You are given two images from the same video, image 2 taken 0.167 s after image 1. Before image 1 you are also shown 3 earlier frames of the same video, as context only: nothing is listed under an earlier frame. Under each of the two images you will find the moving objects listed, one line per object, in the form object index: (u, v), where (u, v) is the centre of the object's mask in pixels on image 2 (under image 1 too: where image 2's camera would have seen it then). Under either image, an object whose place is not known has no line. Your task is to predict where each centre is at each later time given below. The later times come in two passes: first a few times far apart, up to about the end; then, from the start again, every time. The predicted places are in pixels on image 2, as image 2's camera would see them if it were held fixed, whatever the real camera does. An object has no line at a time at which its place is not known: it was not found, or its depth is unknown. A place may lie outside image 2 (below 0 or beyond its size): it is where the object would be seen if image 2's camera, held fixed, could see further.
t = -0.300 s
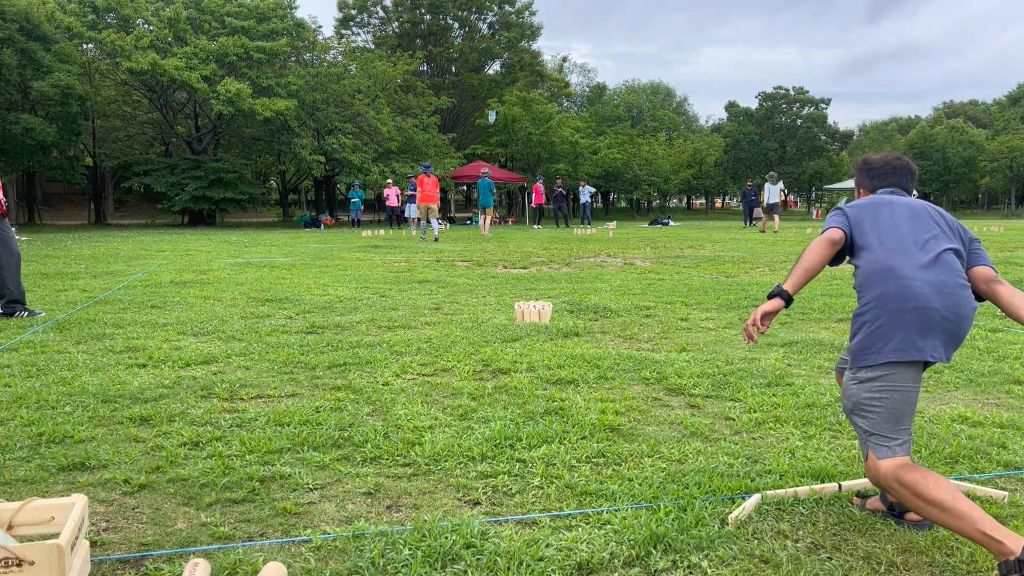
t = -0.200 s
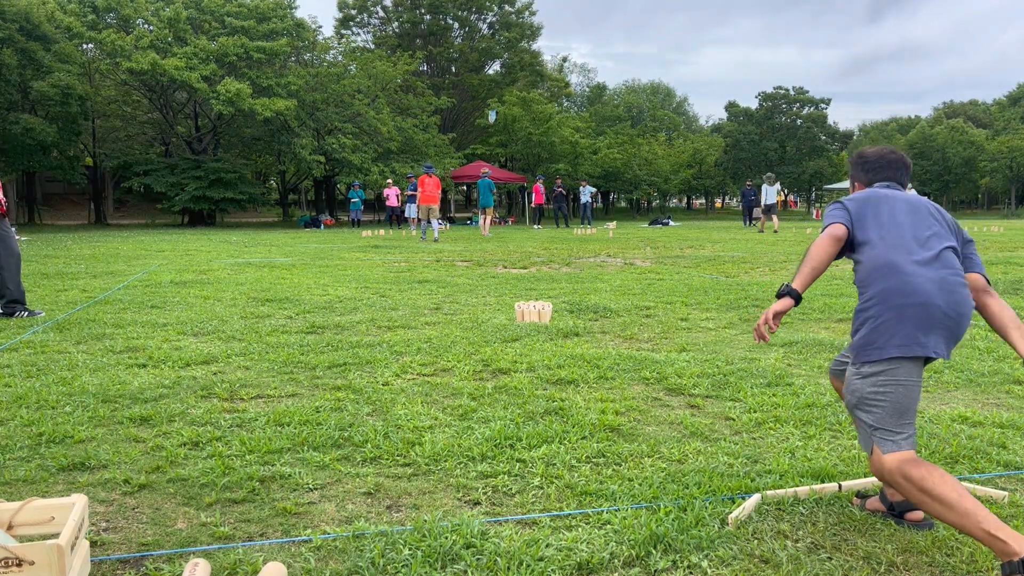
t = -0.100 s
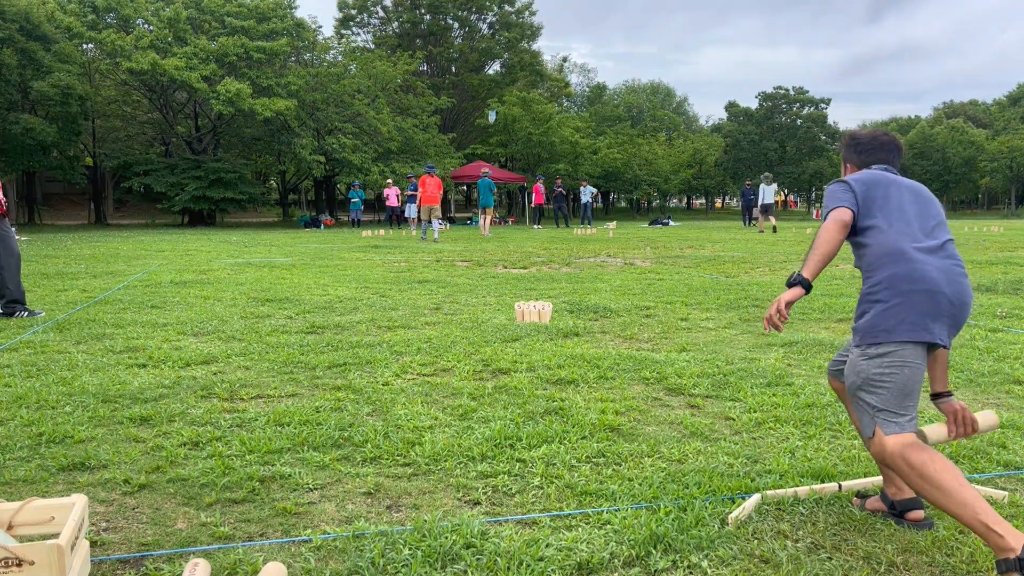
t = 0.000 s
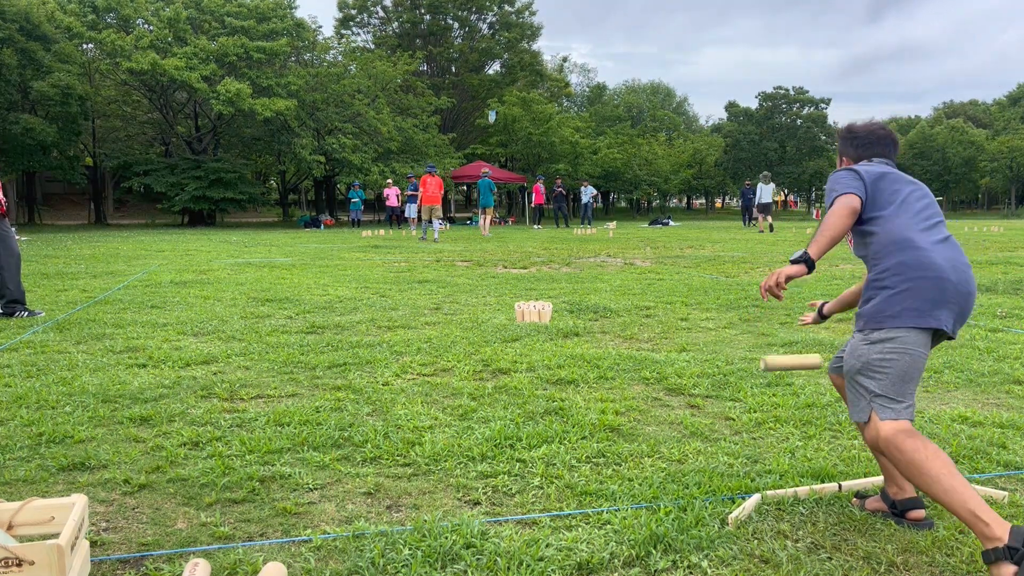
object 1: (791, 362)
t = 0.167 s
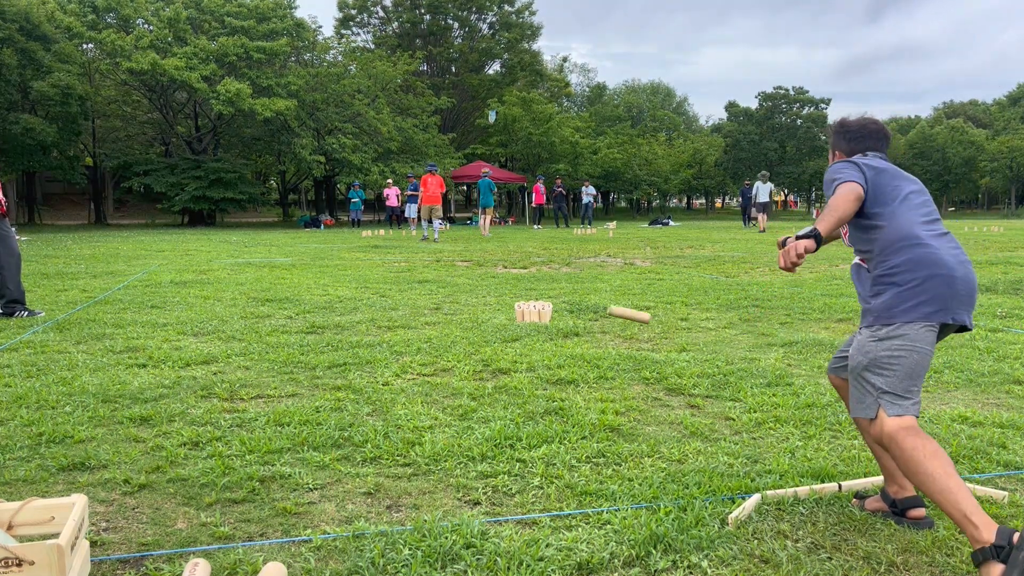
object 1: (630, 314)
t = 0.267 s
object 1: (571, 319)
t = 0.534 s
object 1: (535, 298)
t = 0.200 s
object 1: (607, 314)
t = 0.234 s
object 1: (589, 316)
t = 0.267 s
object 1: (571, 319)
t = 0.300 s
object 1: (554, 322)
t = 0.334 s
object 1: (542, 319)
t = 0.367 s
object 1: (538, 314)
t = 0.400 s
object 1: (537, 309)
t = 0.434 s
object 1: (536, 304)
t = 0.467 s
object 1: (536, 301)
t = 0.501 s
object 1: (535, 298)
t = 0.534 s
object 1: (535, 298)
